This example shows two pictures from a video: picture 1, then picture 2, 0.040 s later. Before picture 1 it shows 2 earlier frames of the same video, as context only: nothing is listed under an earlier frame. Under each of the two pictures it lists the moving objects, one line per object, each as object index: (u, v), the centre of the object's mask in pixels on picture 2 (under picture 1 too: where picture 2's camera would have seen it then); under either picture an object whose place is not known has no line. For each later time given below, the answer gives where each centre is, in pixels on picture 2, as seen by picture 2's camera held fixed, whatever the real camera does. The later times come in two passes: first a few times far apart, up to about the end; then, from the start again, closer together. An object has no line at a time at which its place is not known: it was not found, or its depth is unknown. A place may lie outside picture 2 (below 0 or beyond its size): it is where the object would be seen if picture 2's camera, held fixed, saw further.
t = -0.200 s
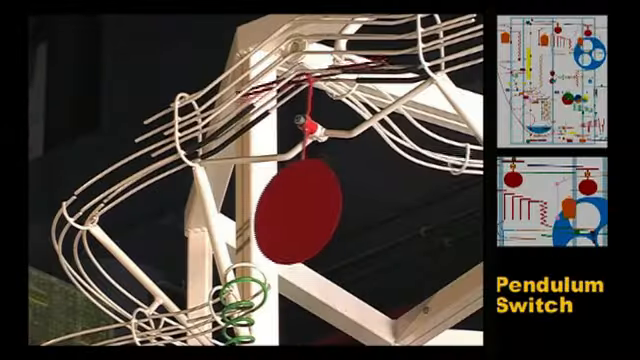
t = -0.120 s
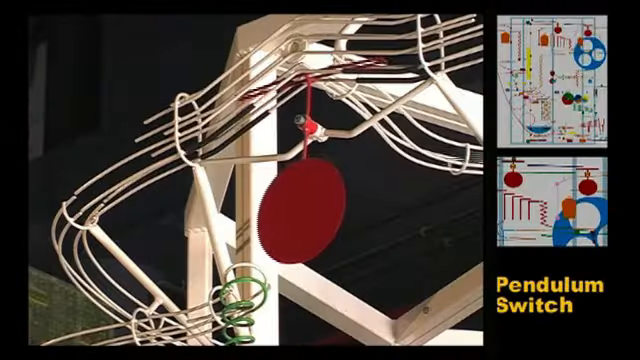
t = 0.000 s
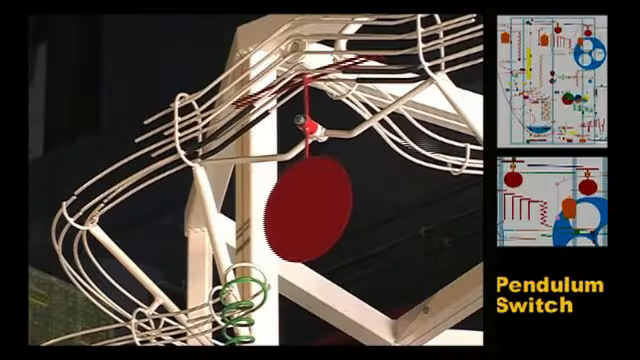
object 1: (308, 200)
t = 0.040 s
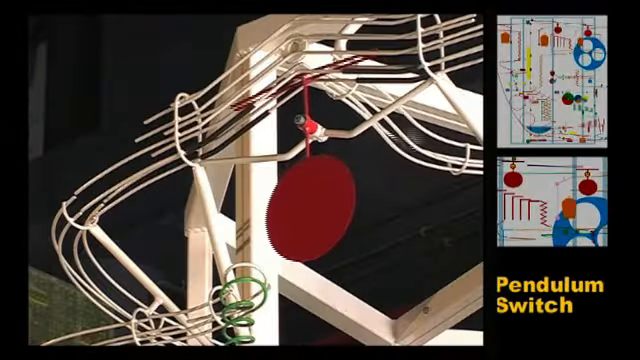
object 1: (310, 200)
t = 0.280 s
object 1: (316, 198)
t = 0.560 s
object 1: (307, 200)
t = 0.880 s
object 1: (303, 201)
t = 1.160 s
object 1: (315, 197)
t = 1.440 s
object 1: (316, 197)
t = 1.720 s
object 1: (319, 196)
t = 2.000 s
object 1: (306, 201)
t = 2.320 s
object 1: (296, 202)
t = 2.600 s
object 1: (312, 199)
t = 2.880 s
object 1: (317, 194)
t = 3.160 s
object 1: (302, 202)
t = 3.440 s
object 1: (297, 203)
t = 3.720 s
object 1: (313, 198)
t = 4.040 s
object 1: (316, 196)
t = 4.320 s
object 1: (300, 202)
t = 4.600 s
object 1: (302, 202)
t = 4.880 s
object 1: (315, 197)
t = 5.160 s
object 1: (313, 198)
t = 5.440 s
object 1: (301, 202)
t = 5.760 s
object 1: (310, 200)
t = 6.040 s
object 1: (316, 197)
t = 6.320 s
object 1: (317, 197)
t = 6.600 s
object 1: (314, 197)
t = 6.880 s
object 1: (297, 203)
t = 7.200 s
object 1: (304, 201)
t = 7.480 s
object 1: (319, 195)
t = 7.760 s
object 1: (310, 199)
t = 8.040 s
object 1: (296, 203)
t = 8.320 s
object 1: (305, 201)
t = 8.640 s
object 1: (319, 196)
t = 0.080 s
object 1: (312, 199)
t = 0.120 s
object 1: (314, 198)
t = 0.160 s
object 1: (315, 197)
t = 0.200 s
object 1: (316, 198)
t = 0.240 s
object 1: (316, 197)
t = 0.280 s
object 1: (316, 198)
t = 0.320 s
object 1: (316, 198)
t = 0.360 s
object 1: (316, 198)
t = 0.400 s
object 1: (314, 198)
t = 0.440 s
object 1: (313, 199)
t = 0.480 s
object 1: (311, 199)
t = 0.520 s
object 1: (309, 200)
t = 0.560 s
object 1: (307, 200)
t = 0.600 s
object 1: (305, 201)
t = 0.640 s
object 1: (303, 201)
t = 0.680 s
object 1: (302, 202)
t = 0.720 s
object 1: (301, 202)
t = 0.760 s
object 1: (301, 202)
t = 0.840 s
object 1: (301, 202)
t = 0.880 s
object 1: (303, 201)
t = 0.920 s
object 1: (304, 201)
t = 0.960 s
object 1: (306, 200)
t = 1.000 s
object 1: (308, 200)
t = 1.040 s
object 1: (310, 199)
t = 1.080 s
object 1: (312, 199)
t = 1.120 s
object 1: (313, 198)
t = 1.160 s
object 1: (315, 197)
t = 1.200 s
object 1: (316, 197)
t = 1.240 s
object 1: (316, 197)
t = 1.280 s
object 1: (316, 197)
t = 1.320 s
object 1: (316, 197)
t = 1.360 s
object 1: (316, 197)
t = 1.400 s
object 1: (316, 197)
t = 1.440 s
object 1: (316, 197)
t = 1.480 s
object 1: (316, 197)
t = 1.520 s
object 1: (316, 197)
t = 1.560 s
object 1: (316, 197)
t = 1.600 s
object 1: (317, 197)
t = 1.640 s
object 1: (318, 196)
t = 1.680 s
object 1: (319, 196)
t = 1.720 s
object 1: (319, 196)
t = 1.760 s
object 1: (319, 196)
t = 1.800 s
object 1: (318, 197)
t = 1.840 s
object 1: (316, 197)
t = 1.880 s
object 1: (313, 195)
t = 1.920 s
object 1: (312, 199)
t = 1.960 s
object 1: (309, 200)
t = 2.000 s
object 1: (306, 201)
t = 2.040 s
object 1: (303, 202)
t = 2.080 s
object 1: (301, 202)
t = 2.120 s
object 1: (299, 202)
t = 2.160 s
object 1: (297, 203)
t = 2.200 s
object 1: (296, 203)
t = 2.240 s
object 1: (296, 202)
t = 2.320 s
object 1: (296, 202)
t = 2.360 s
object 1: (297, 203)
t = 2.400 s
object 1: (299, 202)
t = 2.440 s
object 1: (301, 202)
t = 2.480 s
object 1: (304, 201)
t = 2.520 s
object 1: (306, 201)
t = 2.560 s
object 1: (309, 200)
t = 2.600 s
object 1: (312, 199)
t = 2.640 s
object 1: (314, 198)
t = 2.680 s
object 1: (316, 197)
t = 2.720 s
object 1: (318, 196)
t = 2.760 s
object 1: (319, 196)
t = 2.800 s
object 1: (319, 196)
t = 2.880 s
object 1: (317, 194)
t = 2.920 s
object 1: (316, 194)
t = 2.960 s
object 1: (314, 195)
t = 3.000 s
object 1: (312, 196)
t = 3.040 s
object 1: (310, 199)
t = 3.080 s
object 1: (308, 201)
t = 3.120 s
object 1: (305, 201)
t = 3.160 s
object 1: (302, 202)
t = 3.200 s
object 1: (300, 202)
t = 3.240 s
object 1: (298, 203)
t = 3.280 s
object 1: (297, 203)
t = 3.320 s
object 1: (296, 203)
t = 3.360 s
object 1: (296, 203)
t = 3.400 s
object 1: (296, 203)
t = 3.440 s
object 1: (297, 203)
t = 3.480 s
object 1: (298, 203)
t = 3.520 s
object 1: (300, 202)
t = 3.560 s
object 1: (302, 202)
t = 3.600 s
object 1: (305, 201)
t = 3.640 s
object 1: (308, 200)
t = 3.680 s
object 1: (310, 200)
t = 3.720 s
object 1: (313, 198)
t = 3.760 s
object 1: (315, 197)
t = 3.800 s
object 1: (317, 197)
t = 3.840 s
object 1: (318, 196)
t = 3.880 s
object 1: (319, 196)
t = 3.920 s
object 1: (319, 196)
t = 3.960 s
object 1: (319, 196)
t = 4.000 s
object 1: (317, 195)
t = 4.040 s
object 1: (316, 196)
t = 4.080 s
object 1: (314, 198)
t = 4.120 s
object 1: (312, 199)
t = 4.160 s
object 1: (309, 200)
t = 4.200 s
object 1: (305, 201)
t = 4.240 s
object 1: (304, 201)
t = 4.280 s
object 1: (302, 202)
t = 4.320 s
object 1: (300, 202)
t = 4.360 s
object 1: (299, 202)
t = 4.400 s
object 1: (299, 202)
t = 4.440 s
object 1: (298, 203)
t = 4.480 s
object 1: (298, 202)
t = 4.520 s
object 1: (299, 202)
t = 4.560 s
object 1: (300, 202)
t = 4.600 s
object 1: (302, 202)
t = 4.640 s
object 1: (304, 202)
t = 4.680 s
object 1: (306, 200)
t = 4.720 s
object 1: (308, 200)
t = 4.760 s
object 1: (310, 200)
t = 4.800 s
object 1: (312, 198)
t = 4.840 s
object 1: (314, 198)
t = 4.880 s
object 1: (315, 197)
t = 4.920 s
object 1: (316, 197)
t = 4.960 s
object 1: (316, 198)
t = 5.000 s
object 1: (316, 197)
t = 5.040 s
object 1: (316, 198)
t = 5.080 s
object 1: (315, 198)
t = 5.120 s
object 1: (314, 198)
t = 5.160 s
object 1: (313, 198)
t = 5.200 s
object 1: (310, 199)
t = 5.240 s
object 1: (309, 200)
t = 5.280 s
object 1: (307, 200)
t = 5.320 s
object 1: (305, 201)
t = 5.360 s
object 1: (303, 201)
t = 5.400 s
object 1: (302, 202)
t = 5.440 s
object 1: (301, 202)
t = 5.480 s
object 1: (301, 202)
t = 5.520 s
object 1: (301, 202)
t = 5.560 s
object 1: (301, 202)
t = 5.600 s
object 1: (303, 201)
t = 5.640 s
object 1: (304, 201)
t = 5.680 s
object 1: (306, 200)
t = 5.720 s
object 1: (308, 200)
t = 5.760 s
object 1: (310, 200)
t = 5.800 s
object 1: (312, 199)
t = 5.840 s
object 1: (314, 198)
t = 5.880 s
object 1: (315, 197)
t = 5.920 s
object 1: (316, 197)
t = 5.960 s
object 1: (316, 197)
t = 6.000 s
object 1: (316, 197)
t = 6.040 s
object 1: (316, 197)
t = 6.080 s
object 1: (316, 197)
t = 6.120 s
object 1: (316, 197)
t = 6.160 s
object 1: (316, 197)
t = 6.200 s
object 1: (315, 197)
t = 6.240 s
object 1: (316, 197)
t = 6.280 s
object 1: (316, 197)
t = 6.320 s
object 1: (317, 197)
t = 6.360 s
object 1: (319, 196)
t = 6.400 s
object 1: (319, 195)
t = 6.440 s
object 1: (319, 196)
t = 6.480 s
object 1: (319, 196)
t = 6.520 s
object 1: (318, 196)
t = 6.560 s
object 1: (316, 196)
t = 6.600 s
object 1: (314, 197)
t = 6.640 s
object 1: (312, 199)
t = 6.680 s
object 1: (309, 200)
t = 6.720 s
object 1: (306, 201)
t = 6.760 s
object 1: (303, 202)
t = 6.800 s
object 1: (301, 202)
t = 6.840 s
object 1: (299, 202)
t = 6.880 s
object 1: (297, 203)
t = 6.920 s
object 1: (296, 203)
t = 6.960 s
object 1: (295, 203)
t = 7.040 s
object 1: (296, 203)
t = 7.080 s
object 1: (297, 203)
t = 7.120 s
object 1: (299, 202)
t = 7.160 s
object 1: (301, 202)
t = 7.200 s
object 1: (304, 201)
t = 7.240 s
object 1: (306, 200)
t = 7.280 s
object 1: (309, 200)
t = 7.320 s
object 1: (312, 200)
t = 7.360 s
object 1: (314, 198)
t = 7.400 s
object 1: (316, 195)
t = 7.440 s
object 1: (318, 195)
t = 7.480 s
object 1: (319, 195)
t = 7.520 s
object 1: (319, 195)
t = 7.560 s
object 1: (319, 195)
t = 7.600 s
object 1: (318, 193)
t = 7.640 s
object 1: (317, 195)
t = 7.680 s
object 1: (315, 195)
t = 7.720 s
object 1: (312, 195)
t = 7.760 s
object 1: (310, 199)
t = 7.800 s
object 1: (308, 201)
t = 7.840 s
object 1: (305, 201)
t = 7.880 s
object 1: (302, 202)
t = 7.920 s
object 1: (300, 202)
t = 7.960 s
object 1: (298, 202)
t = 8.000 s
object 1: (296, 203)
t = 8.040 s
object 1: (296, 203)
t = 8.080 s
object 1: (295, 203)
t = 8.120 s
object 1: (296, 203)
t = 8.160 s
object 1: (296, 203)
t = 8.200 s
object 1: (298, 202)
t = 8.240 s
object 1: (300, 202)
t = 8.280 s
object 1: (302, 202)
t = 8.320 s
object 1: (305, 201)
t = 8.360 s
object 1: (308, 200)
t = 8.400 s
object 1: (310, 200)
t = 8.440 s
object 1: (313, 199)
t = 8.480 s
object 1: (315, 198)
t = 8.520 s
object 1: (317, 197)
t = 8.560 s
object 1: (318, 196)
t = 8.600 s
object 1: (319, 196)
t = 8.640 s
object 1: (319, 196)
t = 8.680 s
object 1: (319, 196)
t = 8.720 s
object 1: (318, 196)
